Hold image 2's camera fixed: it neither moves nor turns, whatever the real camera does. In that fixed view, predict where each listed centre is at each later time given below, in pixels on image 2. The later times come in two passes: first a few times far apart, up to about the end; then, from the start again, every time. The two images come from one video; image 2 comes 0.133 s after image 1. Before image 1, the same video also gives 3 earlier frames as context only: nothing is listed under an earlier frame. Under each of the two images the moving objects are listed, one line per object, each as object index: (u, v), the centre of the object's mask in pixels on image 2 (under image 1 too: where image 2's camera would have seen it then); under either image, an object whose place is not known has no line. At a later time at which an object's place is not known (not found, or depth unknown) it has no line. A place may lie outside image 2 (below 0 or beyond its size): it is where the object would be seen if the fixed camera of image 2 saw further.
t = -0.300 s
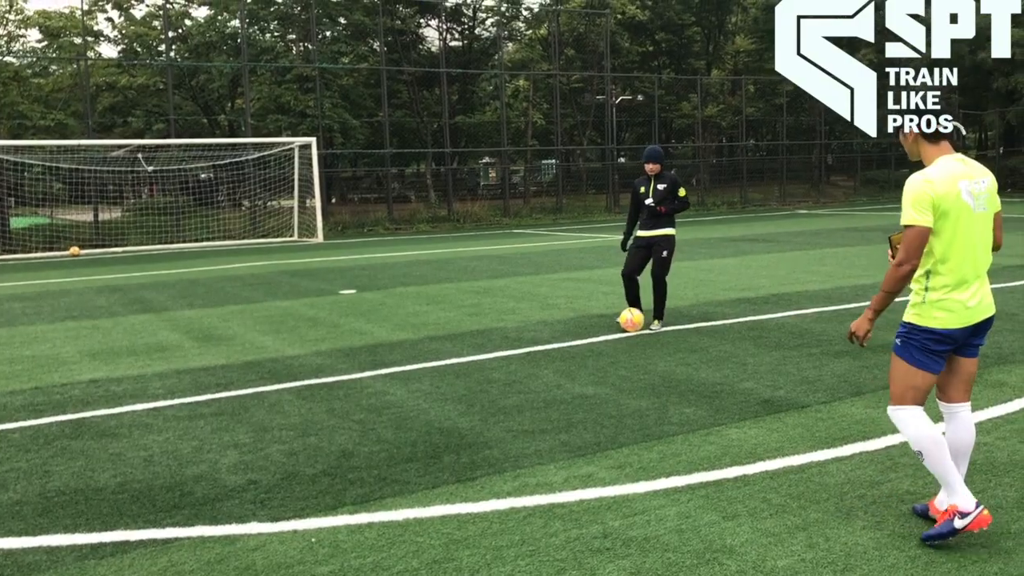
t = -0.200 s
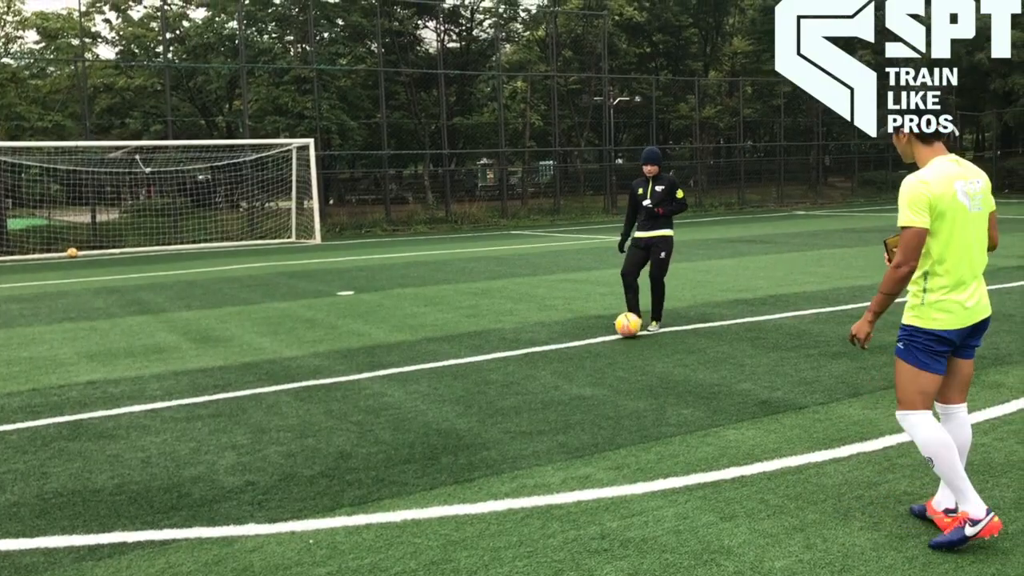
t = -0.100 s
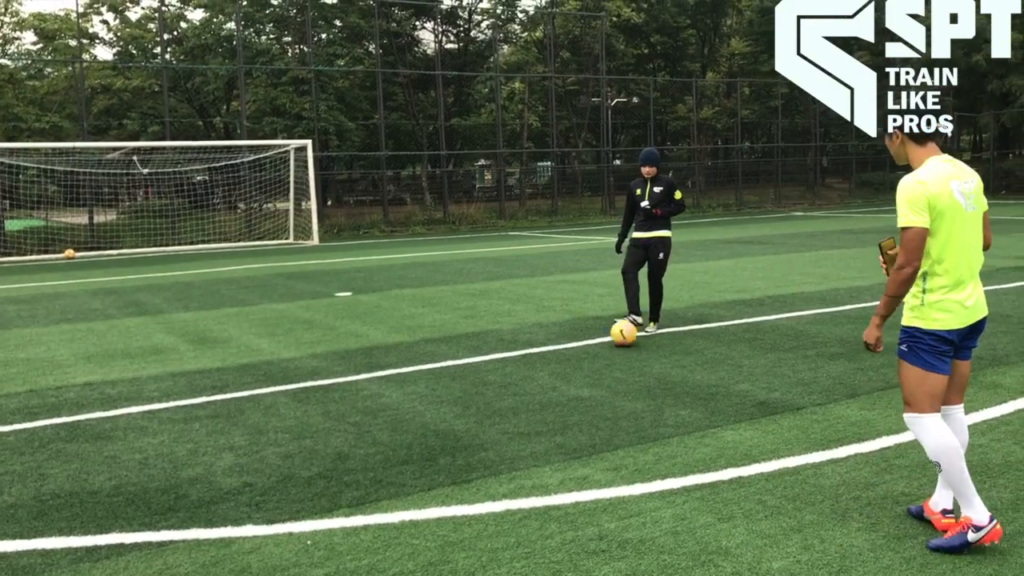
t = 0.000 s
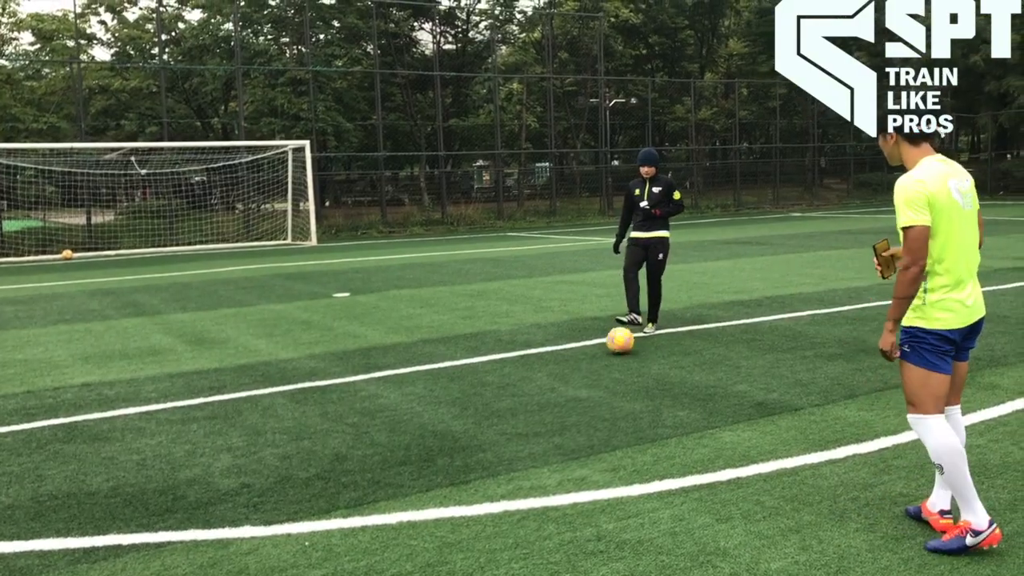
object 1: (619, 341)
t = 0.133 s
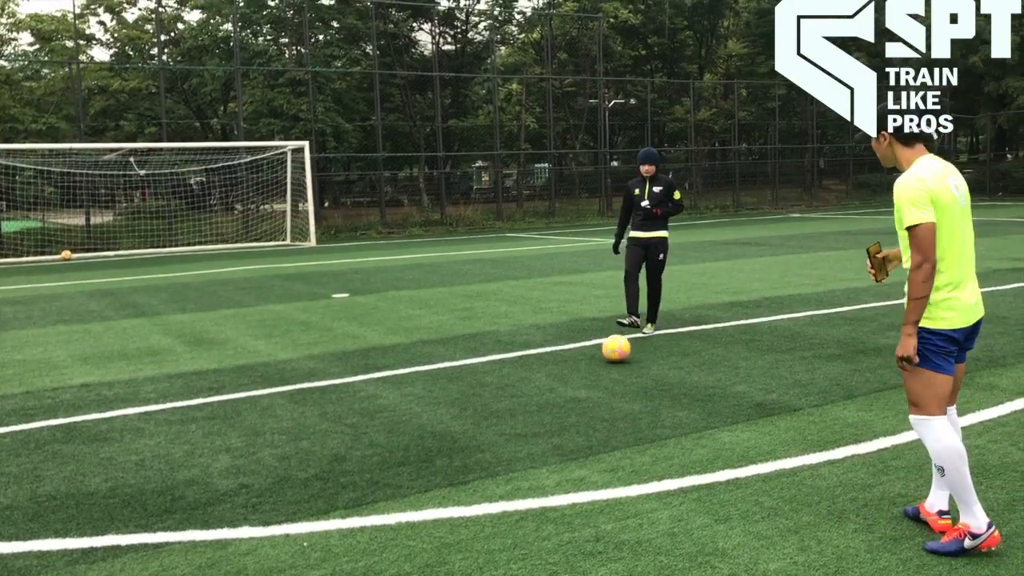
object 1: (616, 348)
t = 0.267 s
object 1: (613, 355)
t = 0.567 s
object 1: (604, 374)
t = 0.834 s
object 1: (594, 392)
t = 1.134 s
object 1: (579, 416)
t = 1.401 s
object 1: (562, 439)
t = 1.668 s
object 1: (541, 465)
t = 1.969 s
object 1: (514, 497)
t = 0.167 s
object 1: (615, 351)
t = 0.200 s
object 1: (615, 352)
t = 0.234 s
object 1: (614, 354)
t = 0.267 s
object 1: (613, 355)
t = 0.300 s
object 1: (612, 358)
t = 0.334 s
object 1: (611, 360)
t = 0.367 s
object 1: (610, 362)
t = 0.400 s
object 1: (609, 364)
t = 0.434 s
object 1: (608, 366)
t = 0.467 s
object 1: (607, 368)
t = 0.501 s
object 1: (606, 370)
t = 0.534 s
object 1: (605, 372)
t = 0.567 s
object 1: (604, 374)
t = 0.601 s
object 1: (603, 377)
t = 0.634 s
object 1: (602, 379)
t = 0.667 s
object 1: (600, 381)
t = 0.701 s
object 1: (599, 383)
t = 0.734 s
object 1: (598, 385)
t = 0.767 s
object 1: (596, 388)
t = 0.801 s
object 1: (595, 390)
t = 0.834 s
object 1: (594, 392)
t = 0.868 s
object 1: (592, 395)
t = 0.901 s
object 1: (591, 397)
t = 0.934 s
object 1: (589, 400)
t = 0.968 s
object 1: (588, 402)
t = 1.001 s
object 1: (586, 405)
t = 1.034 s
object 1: (584, 407)
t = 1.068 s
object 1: (583, 410)
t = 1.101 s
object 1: (581, 413)
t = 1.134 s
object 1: (579, 416)
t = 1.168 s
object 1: (577, 419)
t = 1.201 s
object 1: (575, 422)
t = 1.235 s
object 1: (573, 425)
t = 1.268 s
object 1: (571, 427)
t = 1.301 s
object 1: (569, 430)
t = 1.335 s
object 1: (567, 433)
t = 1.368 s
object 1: (565, 436)
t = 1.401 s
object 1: (562, 439)
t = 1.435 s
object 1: (560, 442)
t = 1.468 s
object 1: (557, 446)
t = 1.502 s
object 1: (555, 449)
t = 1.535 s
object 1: (552, 452)
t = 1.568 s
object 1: (549, 455)
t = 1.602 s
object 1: (547, 458)
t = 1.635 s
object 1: (544, 461)
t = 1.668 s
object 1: (541, 465)
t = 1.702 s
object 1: (538, 468)
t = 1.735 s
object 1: (536, 472)
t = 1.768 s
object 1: (532, 475)
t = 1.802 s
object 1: (529, 479)
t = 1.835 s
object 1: (526, 482)
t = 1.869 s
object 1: (523, 486)
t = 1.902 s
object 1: (520, 489)
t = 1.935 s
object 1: (517, 493)
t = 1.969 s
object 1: (514, 497)
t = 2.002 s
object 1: (511, 502)
